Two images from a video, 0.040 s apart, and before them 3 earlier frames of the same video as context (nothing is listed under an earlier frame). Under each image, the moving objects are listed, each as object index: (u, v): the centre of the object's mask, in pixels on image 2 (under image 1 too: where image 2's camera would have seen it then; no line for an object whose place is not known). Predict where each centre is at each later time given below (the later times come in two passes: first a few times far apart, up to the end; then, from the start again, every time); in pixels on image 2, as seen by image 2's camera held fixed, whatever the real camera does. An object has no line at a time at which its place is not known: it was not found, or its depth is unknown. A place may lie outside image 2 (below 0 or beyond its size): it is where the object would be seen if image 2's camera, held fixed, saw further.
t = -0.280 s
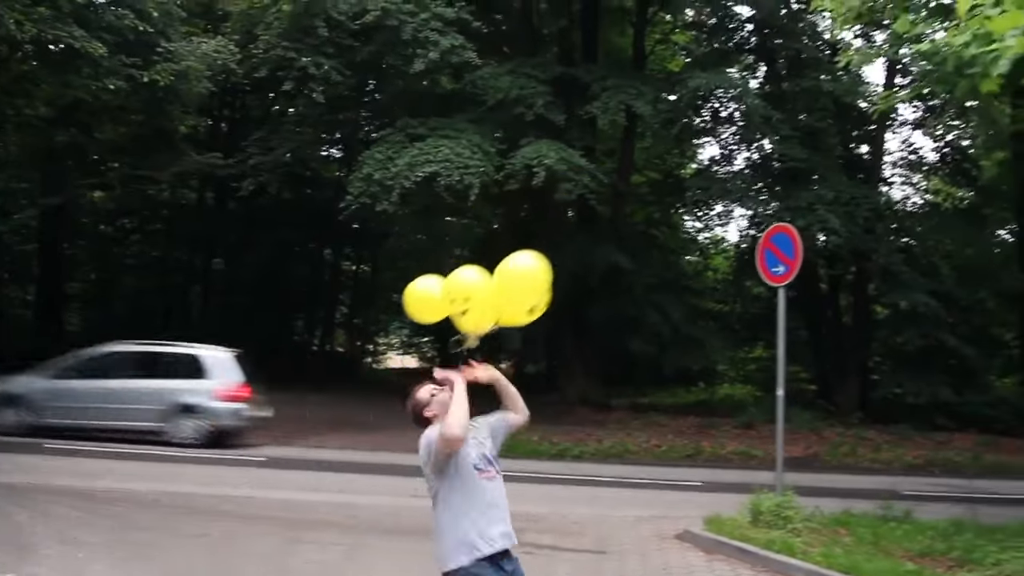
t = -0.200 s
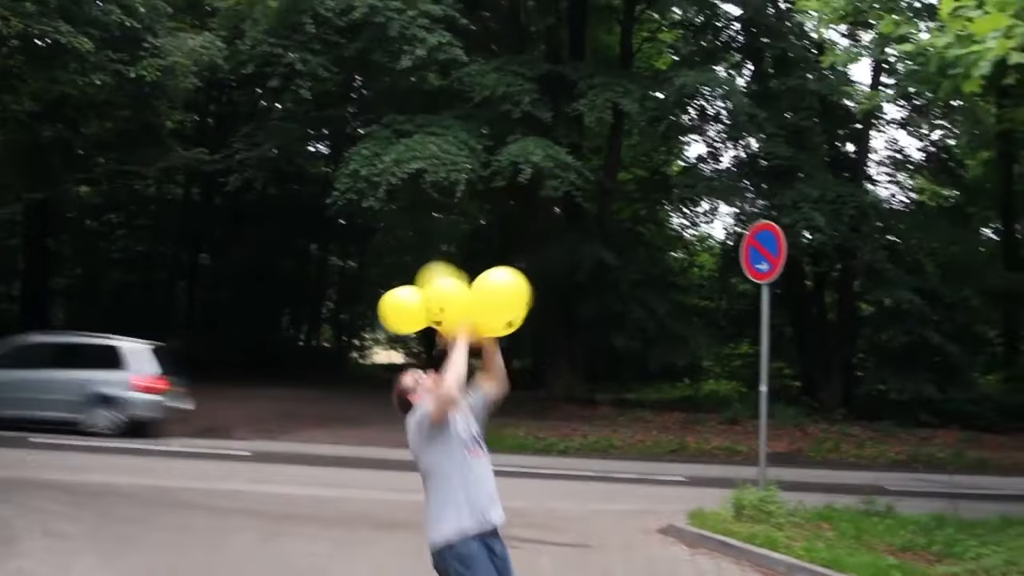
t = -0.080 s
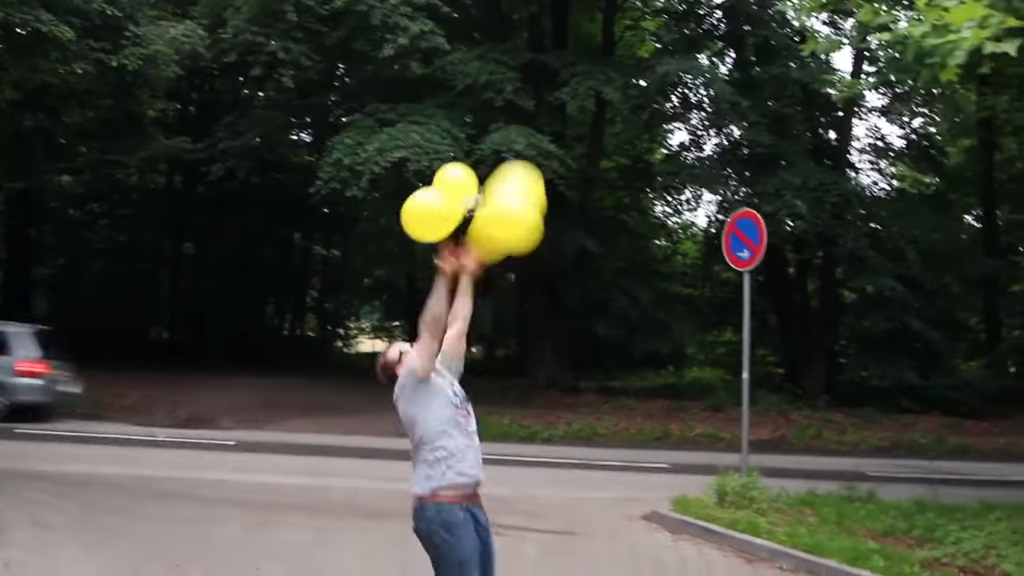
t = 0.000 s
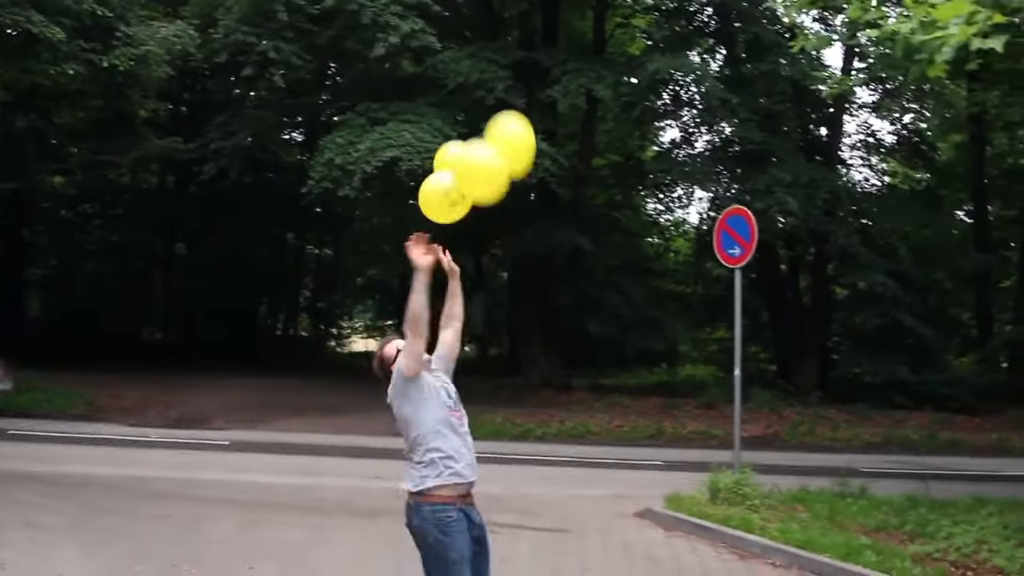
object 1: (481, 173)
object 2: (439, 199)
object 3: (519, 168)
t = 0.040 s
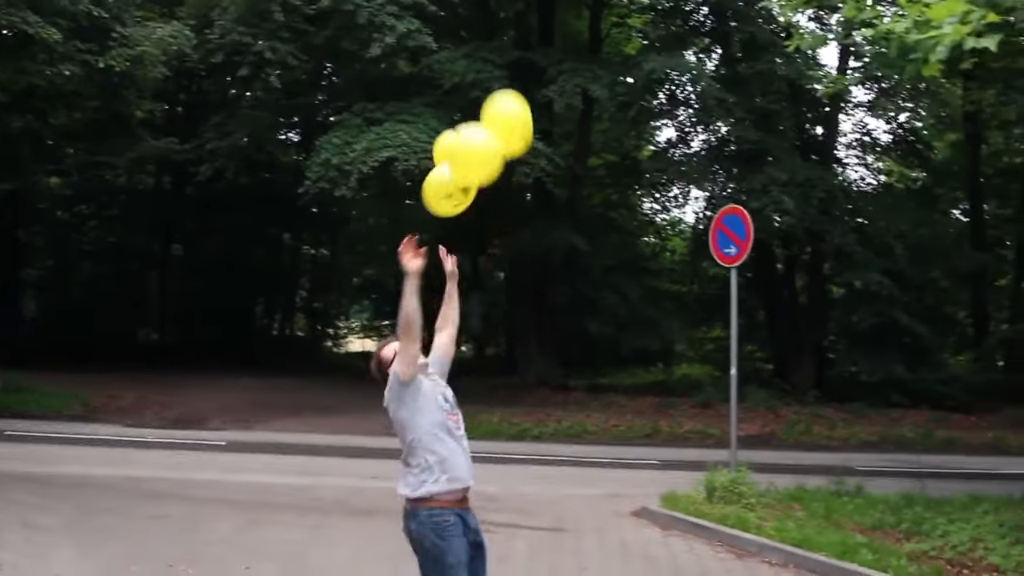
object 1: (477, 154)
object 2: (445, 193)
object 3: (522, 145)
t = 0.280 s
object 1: (437, 90)
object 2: (516, 115)
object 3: (517, 59)
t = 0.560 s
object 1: (422, 92)
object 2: (528, 77)
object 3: (491, 35)
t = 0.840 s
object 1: (415, 111)
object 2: (517, 79)
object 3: (466, 50)
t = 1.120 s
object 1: (416, 132)
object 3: (467, 86)
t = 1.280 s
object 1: (419, 151)
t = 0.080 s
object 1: (472, 137)
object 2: (460, 184)
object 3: (521, 129)
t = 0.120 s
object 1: (463, 125)
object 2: (476, 173)
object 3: (521, 113)
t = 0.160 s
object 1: (460, 113)
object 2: (489, 157)
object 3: (521, 98)
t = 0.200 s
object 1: (453, 102)
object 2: (499, 140)
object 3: (520, 80)
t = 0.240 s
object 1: (448, 96)
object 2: (507, 125)
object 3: (521, 67)
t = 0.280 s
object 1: (437, 90)
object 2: (516, 115)
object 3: (517, 59)
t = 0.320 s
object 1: (429, 87)
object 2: (524, 106)
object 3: (513, 53)
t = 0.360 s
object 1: (426, 87)
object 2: (528, 99)
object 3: (508, 54)
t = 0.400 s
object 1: (423, 87)
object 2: (529, 91)
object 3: (506, 51)
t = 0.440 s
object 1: (422, 88)
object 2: (529, 85)
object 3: (502, 48)
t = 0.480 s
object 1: (422, 88)
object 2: (529, 81)
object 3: (499, 43)
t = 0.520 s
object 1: (423, 90)
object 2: (529, 79)
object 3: (496, 38)
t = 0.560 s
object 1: (422, 92)
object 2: (528, 77)
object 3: (491, 35)
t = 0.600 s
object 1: (420, 95)
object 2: (526, 75)
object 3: (487, 34)
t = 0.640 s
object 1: (420, 98)
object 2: (524, 75)
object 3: (482, 35)
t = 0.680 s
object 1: (418, 101)
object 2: (521, 75)
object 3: (477, 37)
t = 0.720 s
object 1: (417, 104)
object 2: (520, 76)
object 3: (473, 40)
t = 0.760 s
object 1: (416, 106)
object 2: (519, 76)
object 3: (470, 42)
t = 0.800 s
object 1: (416, 108)
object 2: (518, 77)
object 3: (468, 46)
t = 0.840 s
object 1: (415, 111)
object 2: (517, 79)
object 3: (466, 50)
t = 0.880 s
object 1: (415, 113)
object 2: (516, 82)
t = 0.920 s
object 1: (414, 116)
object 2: (515, 85)
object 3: (466, 58)
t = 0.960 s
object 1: (417, 118)
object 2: (514, 90)
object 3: (466, 62)
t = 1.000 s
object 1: (416, 121)
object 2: (512, 96)
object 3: (465, 67)
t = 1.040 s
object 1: (418, 125)
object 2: (511, 103)
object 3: (464, 72)
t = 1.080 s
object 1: (417, 128)
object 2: (512, 111)
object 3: (465, 79)
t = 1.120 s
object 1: (416, 132)
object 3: (467, 86)
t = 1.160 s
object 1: (417, 136)
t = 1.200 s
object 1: (419, 141)
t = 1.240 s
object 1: (419, 147)
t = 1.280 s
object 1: (419, 151)
